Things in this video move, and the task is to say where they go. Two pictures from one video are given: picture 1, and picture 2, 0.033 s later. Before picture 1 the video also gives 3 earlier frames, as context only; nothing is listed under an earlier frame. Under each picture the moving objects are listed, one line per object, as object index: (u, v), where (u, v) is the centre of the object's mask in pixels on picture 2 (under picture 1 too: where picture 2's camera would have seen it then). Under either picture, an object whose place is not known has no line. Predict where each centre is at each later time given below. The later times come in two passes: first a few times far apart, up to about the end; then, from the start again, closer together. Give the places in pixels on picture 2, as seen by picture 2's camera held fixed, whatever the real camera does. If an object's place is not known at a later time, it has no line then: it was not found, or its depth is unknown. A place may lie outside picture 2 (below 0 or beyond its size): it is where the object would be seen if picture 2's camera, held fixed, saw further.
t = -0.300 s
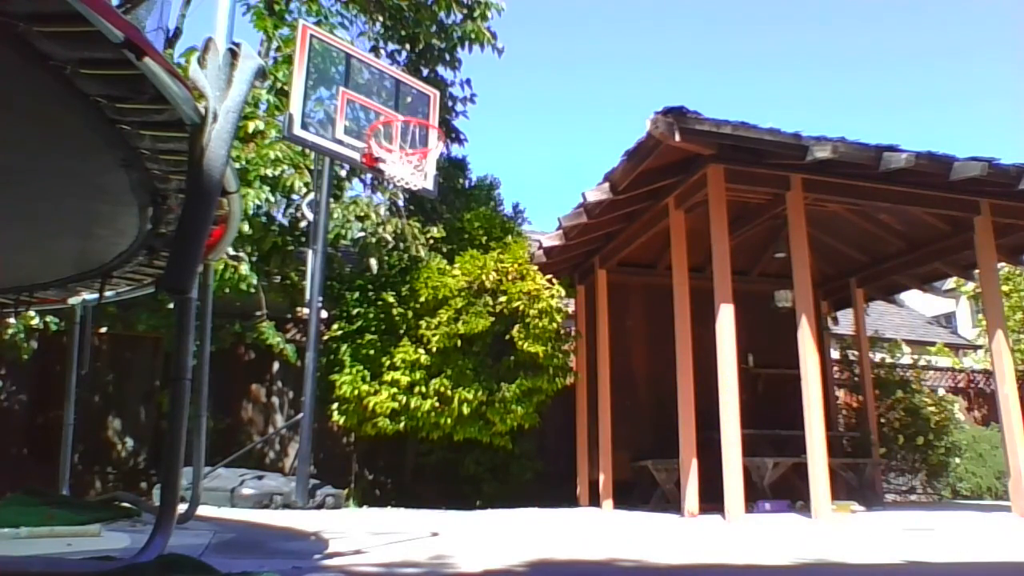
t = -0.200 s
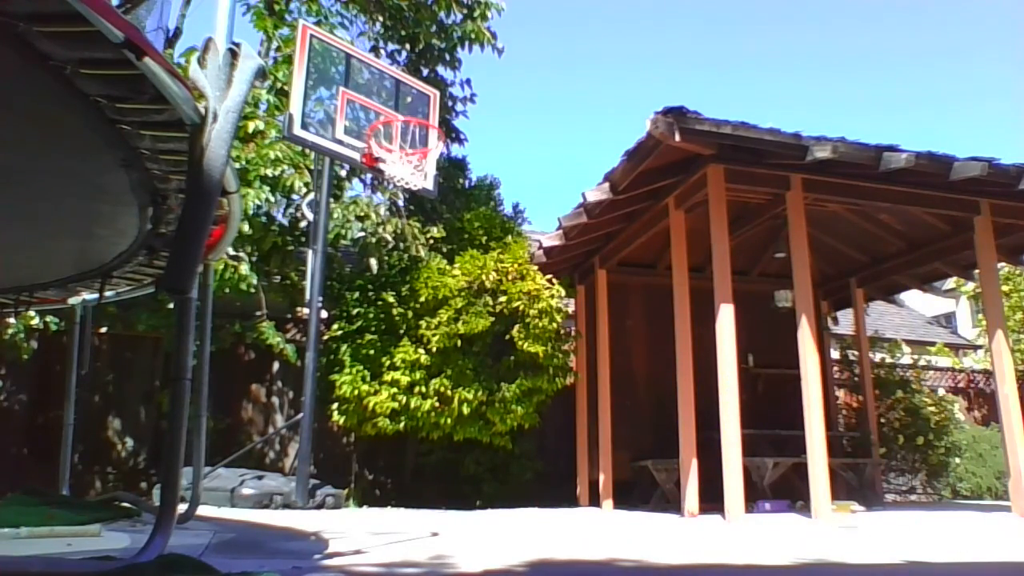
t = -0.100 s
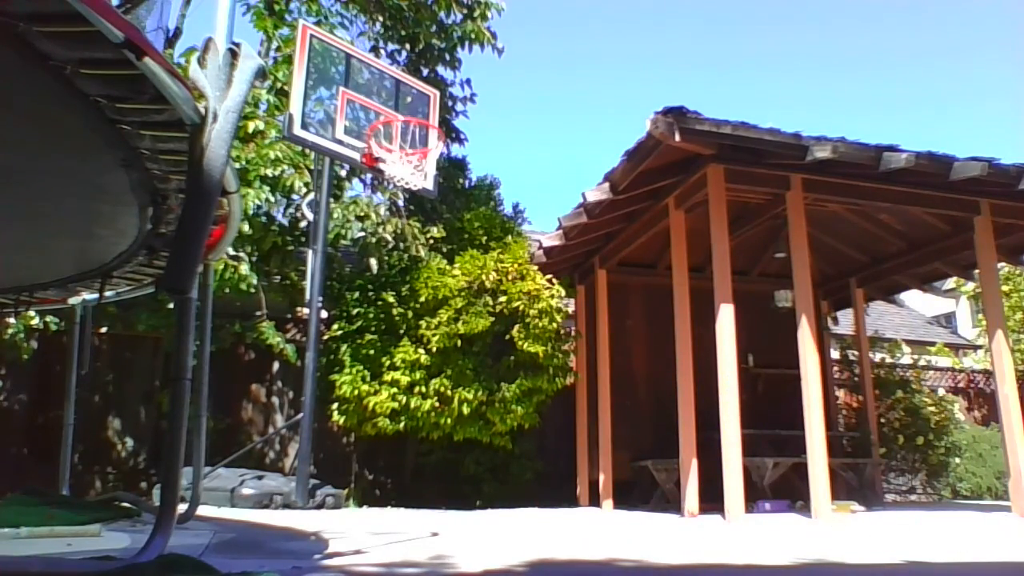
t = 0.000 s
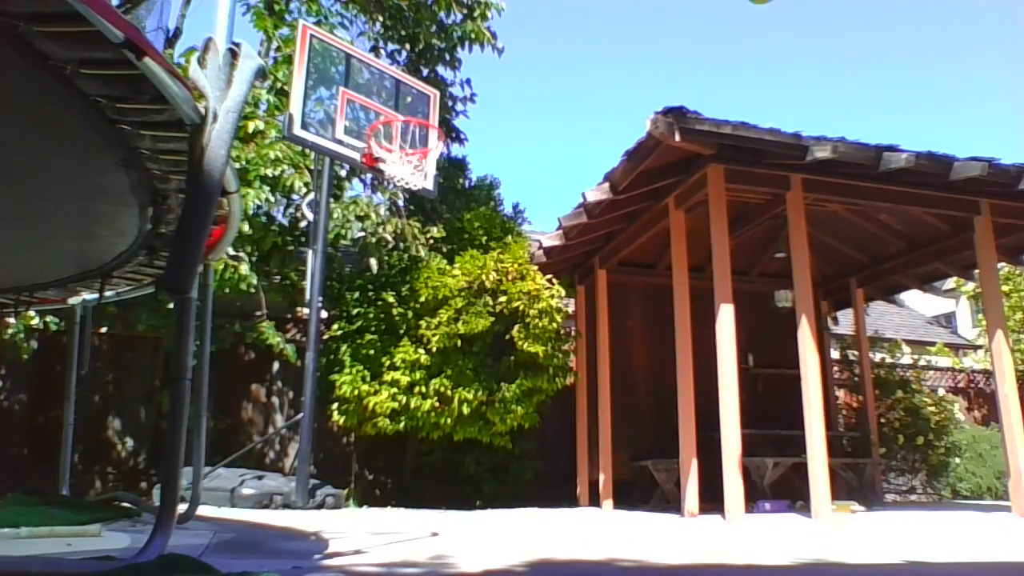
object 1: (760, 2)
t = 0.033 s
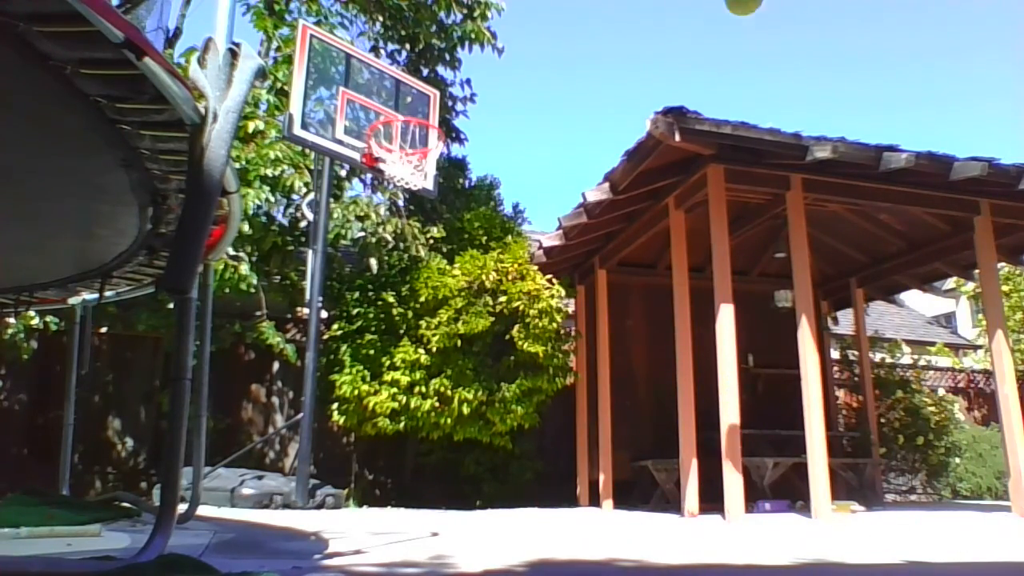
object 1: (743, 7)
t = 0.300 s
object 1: (629, 105)
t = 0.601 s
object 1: (546, 185)
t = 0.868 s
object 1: (475, 360)
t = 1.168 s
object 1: (410, 394)
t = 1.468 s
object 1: (362, 287)
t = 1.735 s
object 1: (328, 287)
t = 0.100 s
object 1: (710, 21)
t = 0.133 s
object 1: (695, 36)
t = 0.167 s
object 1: (680, 52)
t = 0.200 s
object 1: (665, 70)
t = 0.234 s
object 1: (652, 88)
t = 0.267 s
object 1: (639, 104)
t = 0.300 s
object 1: (629, 105)
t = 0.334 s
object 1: (619, 109)
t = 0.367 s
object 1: (609, 113)
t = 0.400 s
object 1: (600, 120)
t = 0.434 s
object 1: (591, 127)
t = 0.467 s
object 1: (581, 136)
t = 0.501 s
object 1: (573, 146)
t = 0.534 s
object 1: (564, 158)
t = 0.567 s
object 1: (555, 171)
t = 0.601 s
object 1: (546, 185)
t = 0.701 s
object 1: (519, 240)
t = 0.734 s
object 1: (510, 260)
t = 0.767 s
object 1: (501, 283)
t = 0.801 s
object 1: (493, 307)
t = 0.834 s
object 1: (484, 333)
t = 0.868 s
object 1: (475, 360)
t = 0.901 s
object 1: (466, 389)
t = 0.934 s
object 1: (457, 421)
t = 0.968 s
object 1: (448, 453)
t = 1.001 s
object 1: (440, 487)
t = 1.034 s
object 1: (433, 487)
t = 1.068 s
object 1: (427, 460)
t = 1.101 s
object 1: (421, 436)
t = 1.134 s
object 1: (415, 414)
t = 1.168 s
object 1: (410, 394)
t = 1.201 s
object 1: (405, 377)
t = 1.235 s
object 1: (399, 359)
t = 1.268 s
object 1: (394, 344)
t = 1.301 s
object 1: (388, 331)
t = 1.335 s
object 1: (383, 319)
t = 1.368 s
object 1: (378, 308)
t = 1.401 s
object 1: (372, 301)
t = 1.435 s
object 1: (368, 293)
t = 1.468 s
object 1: (362, 287)
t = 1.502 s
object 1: (356, 283)
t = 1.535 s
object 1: (351, 280)
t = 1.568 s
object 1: (346, 278)
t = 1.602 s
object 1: (341, 277)
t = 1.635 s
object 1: (336, 278)
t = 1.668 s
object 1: (333, 280)
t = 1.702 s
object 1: (330, 284)
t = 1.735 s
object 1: (328, 287)
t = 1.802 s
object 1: (301, 297)
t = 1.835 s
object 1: (299, 308)
